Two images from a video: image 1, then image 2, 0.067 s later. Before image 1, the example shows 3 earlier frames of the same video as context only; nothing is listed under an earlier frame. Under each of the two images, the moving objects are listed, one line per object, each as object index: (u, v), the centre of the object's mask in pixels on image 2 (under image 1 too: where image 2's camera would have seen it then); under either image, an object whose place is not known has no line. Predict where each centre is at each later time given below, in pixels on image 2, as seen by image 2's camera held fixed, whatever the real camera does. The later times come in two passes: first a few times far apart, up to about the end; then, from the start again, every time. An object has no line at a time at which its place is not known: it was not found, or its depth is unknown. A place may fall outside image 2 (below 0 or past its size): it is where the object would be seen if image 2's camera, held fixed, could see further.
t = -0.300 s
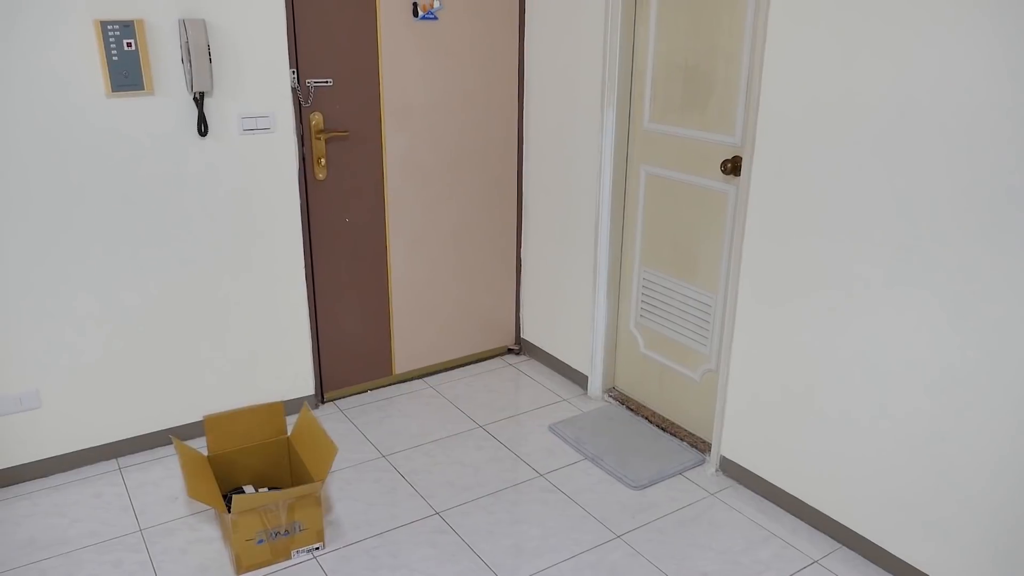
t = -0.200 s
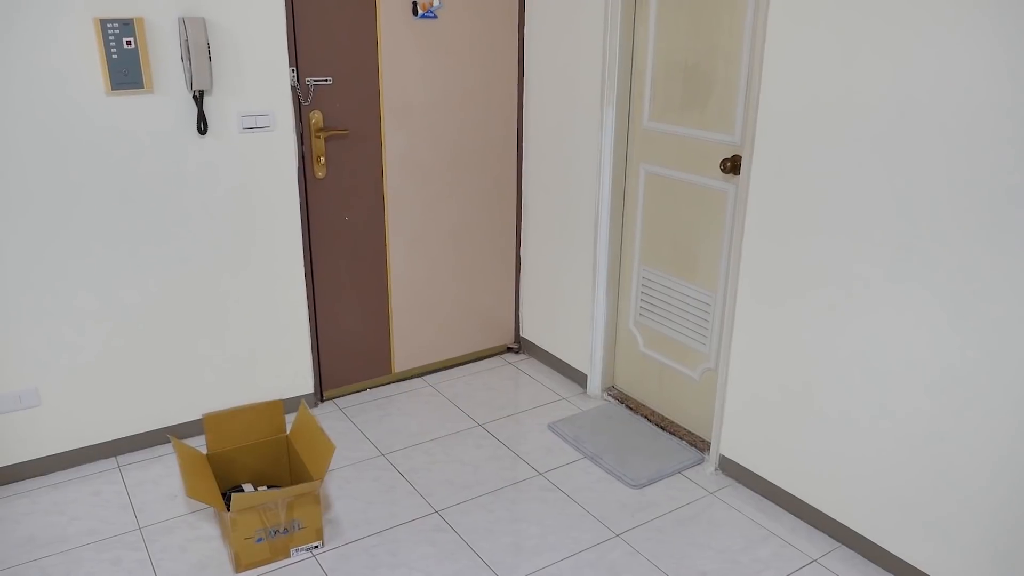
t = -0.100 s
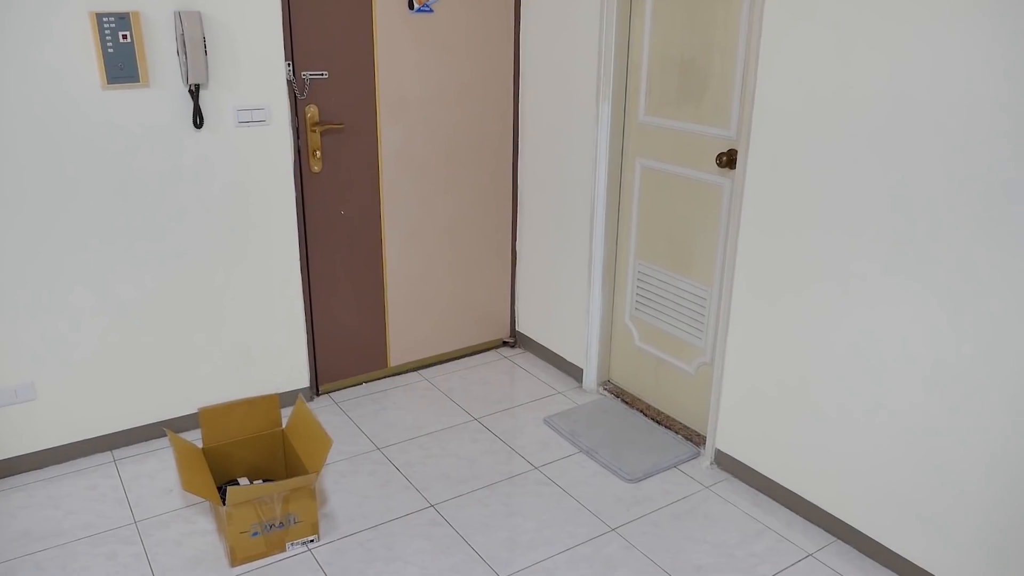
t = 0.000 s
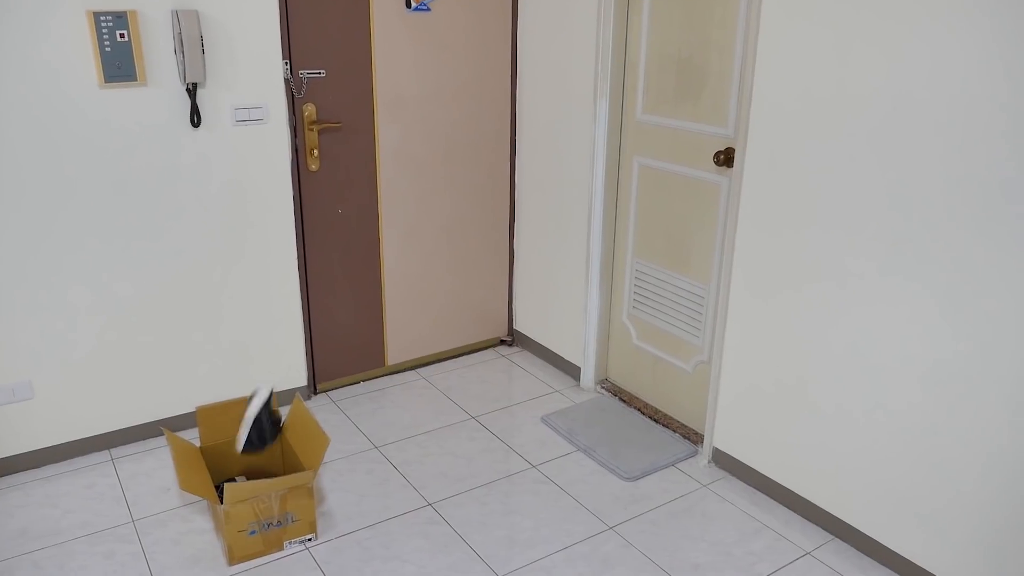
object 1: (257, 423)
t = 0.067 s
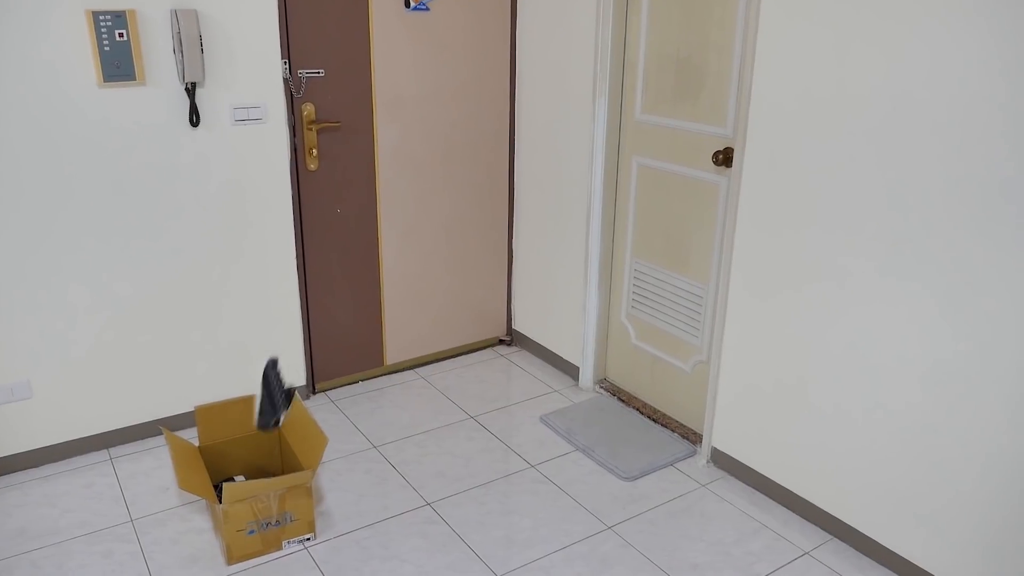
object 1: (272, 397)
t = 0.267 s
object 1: (322, 340)
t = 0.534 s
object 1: (387, 426)
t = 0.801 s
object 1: (428, 391)
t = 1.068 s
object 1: (459, 373)
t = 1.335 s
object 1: (496, 386)
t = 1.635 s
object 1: (501, 390)
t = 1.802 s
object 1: (492, 393)
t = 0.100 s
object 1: (279, 382)
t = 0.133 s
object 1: (288, 369)
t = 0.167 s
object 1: (296, 356)
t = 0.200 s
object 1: (304, 343)
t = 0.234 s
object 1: (314, 340)
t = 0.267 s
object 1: (322, 340)
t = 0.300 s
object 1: (329, 340)
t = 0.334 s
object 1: (337, 348)
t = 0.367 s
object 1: (347, 361)
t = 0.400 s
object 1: (357, 372)
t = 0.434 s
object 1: (366, 388)
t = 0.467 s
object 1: (375, 407)
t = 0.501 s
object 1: (383, 424)
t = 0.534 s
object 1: (387, 426)
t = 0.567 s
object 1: (388, 432)
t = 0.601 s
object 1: (390, 423)
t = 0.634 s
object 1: (394, 408)
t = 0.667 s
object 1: (403, 400)
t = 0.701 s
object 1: (411, 395)
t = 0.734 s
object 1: (418, 391)
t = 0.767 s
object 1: (426, 393)
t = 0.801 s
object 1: (428, 391)
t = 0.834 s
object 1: (430, 386)
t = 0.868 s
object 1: (433, 384)
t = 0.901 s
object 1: (435, 384)
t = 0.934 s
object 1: (437, 383)
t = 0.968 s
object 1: (440, 380)
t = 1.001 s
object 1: (445, 377)
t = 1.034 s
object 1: (452, 375)
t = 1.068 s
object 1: (459, 373)
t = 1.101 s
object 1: (464, 374)
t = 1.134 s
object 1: (468, 377)
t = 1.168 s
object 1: (473, 380)
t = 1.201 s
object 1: (478, 385)
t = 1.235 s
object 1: (483, 388)
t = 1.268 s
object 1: (488, 387)
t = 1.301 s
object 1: (492, 386)
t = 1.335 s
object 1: (496, 386)
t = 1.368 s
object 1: (499, 387)
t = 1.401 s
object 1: (501, 387)
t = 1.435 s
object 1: (502, 387)
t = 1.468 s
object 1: (503, 387)
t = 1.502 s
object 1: (503, 388)
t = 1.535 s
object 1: (502, 388)
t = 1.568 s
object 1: (502, 388)
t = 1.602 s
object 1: (501, 389)
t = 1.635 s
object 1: (501, 390)
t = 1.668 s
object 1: (500, 390)
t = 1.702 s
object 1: (498, 392)
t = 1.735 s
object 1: (496, 393)
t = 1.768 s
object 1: (494, 393)
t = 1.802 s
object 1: (492, 393)
